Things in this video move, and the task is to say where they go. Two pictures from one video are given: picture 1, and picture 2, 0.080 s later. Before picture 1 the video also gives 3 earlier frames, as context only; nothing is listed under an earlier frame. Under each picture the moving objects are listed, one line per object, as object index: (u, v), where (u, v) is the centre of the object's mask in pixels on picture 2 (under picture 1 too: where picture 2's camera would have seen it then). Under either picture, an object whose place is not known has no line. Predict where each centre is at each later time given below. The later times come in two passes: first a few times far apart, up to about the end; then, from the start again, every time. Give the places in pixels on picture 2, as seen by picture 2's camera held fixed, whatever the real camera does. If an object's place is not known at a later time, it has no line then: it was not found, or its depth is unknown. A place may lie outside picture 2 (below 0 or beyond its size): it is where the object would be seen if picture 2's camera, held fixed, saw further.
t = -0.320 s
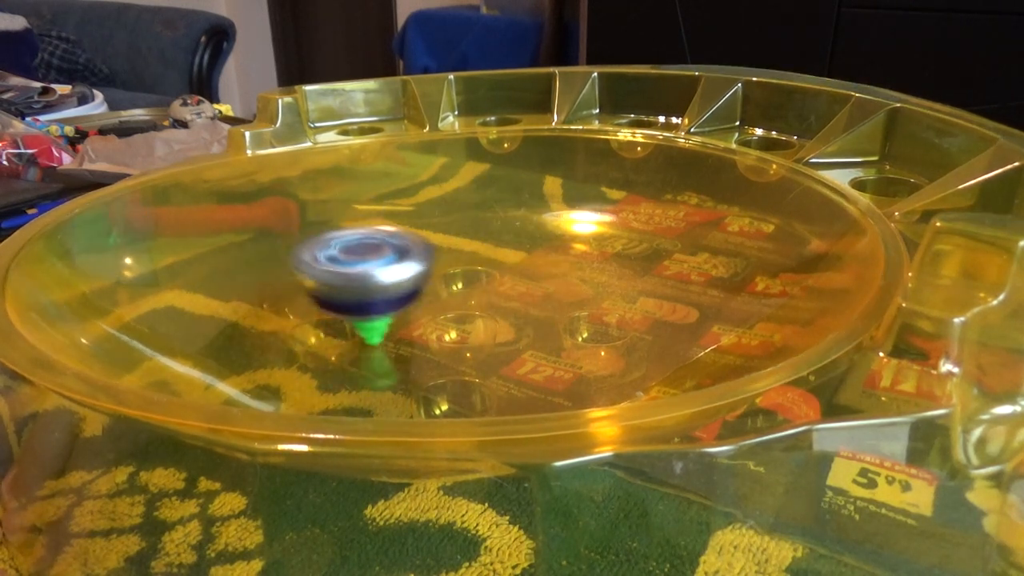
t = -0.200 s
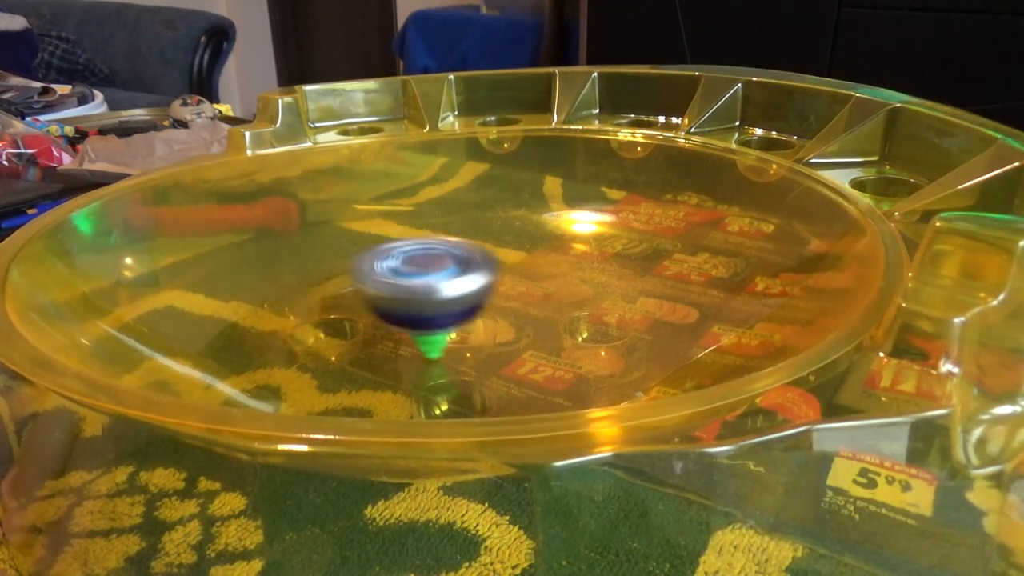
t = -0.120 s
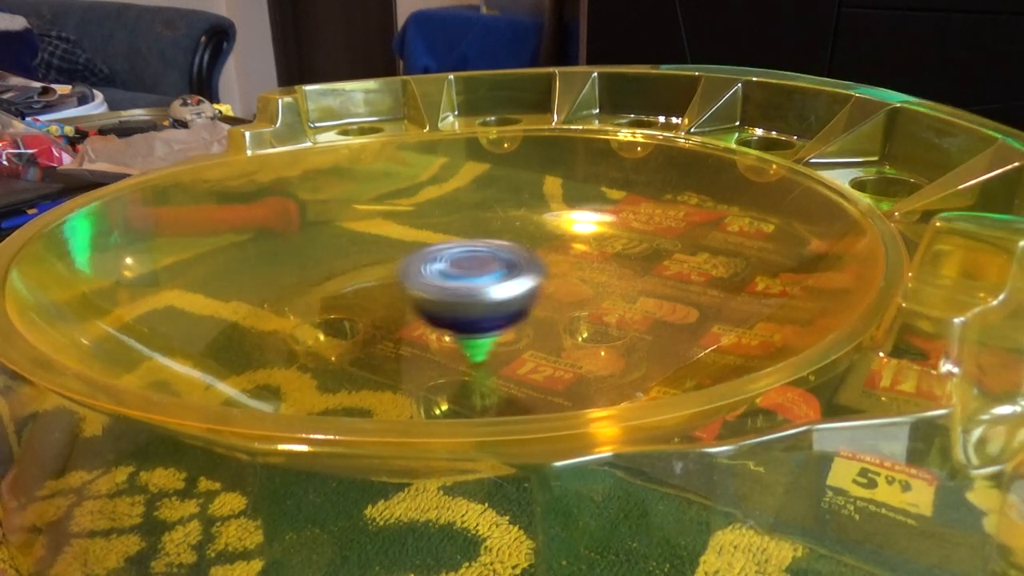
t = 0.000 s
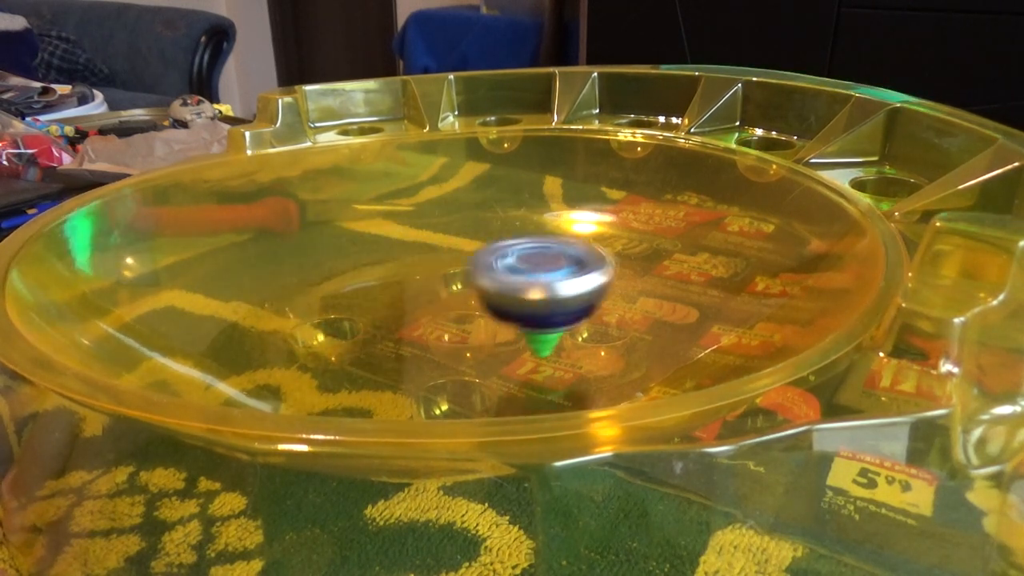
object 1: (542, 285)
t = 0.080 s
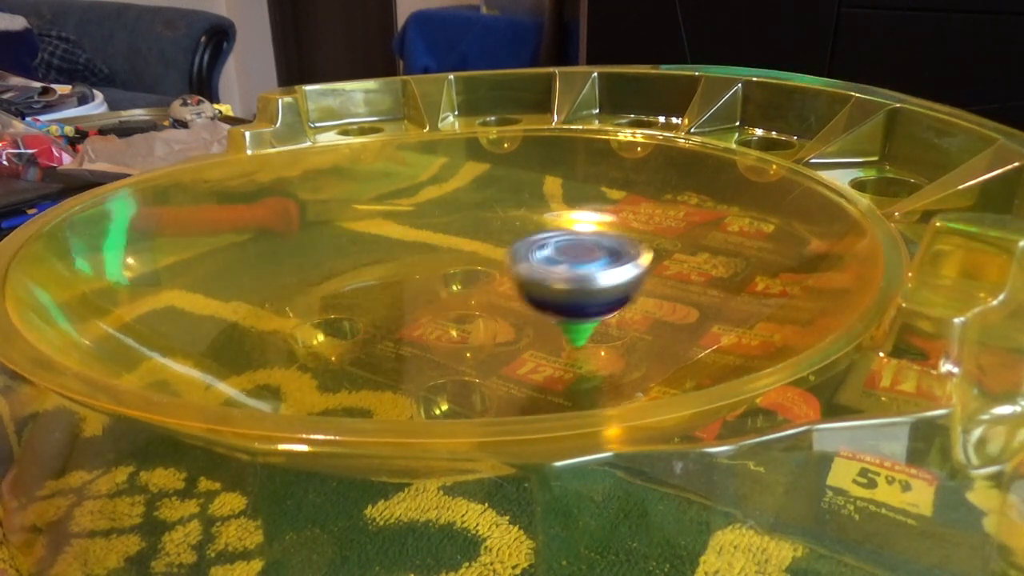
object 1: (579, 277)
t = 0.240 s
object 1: (601, 248)
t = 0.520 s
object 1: (506, 214)
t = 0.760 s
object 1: (395, 216)
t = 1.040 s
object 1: (305, 233)
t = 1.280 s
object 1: (280, 256)
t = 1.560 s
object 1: (358, 267)
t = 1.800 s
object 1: (453, 250)
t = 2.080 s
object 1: (504, 216)
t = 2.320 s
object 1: (474, 195)
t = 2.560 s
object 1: (394, 214)
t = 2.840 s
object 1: (388, 251)
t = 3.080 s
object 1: (442, 279)
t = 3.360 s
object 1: (537, 281)
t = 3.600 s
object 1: (562, 253)
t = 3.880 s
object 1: (490, 224)
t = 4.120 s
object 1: (403, 216)
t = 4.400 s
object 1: (322, 222)
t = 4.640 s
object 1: (312, 245)
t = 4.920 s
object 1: (400, 253)
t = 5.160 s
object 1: (486, 240)
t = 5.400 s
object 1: (521, 218)
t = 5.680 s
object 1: (476, 207)
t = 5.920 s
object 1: (421, 224)
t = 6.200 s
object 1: (397, 258)
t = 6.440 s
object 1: (436, 280)
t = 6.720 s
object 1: (506, 271)
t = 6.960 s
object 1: (517, 243)
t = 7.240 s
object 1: (461, 216)
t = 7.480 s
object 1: (395, 208)
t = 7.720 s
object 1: (330, 222)
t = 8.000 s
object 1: (353, 247)
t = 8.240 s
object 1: (432, 257)
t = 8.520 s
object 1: (525, 246)
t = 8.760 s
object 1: (536, 223)
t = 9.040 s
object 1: (467, 218)
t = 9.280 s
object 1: (401, 235)
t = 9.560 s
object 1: (368, 262)
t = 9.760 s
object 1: (393, 274)
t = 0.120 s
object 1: (591, 270)
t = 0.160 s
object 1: (599, 263)
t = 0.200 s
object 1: (601, 255)
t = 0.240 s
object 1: (601, 248)
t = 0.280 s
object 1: (595, 240)
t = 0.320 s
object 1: (586, 234)
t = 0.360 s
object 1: (573, 228)
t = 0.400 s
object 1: (559, 222)
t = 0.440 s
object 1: (542, 218)
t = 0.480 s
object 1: (523, 216)
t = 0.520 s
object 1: (506, 214)
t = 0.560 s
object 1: (486, 213)
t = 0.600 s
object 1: (467, 212)
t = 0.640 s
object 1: (448, 213)
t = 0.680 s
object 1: (430, 213)
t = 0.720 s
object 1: (412, 215)
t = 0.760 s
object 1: (395, 216)
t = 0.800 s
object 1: (379, 218)
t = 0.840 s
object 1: (364, 220)
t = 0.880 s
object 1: (350, 223)
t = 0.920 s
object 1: (337, 225)
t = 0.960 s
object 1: (325, 228)
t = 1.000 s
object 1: (314, 230)
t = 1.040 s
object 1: (305, 233)
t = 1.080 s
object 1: (296, 237)
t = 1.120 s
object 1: (288, 241)
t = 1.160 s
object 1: (283, 246)
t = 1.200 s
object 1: (279, 250)
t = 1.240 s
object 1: (278, 253)
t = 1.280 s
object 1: (280, 256)
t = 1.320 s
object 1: (285, 259)
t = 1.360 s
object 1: (292, 261)
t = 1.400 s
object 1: (302, 263)
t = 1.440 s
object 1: (314, 265)
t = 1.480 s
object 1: (327, 266)
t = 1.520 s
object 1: (342, 267)
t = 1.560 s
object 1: (358, 267)
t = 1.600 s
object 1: (375, 265)
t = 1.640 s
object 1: (391, 263)
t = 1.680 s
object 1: (408, 261)
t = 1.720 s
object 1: (425, 257)
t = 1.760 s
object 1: (439, 253)
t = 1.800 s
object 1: (453, 250)
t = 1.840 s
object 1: (465, 245)
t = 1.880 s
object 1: (476, 241)
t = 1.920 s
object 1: (486, 236)
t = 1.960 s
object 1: (495, 231)
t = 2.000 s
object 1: (500, 225)
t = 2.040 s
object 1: (504, 221)
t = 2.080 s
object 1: (504, 216)
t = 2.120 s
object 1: (503, 211)
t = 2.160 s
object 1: (500, 207)
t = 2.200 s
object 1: (496, 203)
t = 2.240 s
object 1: (491, 200)
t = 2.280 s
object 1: (485, 197)
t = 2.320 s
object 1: (474, 195)
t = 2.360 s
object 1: (458, 195)
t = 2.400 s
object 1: (440, 197)
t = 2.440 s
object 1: (422, 200)
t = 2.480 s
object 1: (409, 205)
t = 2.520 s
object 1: (400, 209)
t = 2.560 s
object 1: (394, 214)
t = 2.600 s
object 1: (391, 218)
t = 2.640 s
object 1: (388, 223)
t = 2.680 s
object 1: (386, 228)
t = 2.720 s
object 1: (384, 234)
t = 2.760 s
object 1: (384, 239)
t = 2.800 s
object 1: (385, 245)
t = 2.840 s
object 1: (388, 251)
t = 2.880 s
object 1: (394, 257)
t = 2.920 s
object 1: (400, 262)
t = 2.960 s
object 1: (409, 266)
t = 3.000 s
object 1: (419, 271)
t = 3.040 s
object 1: (430, 275)
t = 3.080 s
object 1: (442, 279)
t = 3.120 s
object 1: (455, 281)
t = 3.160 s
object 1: (469, 284)
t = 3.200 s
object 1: (484, 285)
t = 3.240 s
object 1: (497, 285)
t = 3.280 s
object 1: (511, 284)
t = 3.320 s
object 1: (525, 283)
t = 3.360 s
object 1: (537, 281)
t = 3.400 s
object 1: (548, 278)
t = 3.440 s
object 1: (556, 274)
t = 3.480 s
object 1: (562, 270)
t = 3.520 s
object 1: (565, 264)
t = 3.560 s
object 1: (565, 258)
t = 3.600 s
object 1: (562, 253)
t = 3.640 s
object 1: (556, 248)
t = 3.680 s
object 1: (548, 243)
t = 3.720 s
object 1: (538, 238)
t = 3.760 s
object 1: (527, 234)
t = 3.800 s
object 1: (515, 230)
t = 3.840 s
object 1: (504, 227)
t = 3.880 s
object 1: (490, 224)
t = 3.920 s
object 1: (475, 222)
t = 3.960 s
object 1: (460, 220)
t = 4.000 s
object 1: (445, 219)
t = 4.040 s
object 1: (431, 217)
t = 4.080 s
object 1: (417, 217)
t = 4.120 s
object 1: (403, 216)
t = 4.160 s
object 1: (389, 216)
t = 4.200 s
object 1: (377, 216)
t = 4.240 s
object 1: (364, 217)
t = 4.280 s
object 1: (354, 217)
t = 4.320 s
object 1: (344, 218)
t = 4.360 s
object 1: (333, 219)
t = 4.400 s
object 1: (322, 222)
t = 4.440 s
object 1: (312, 226)
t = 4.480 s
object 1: (305, 231)
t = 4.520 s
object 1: (302, 235)
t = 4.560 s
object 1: (303, 239)
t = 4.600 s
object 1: (306, 242)
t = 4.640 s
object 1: (312, 245)
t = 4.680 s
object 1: (320, 247)
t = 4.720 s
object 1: (330, 250)
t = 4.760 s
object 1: (342, 251)
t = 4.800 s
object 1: (354, 253)
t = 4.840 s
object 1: (369, 254)
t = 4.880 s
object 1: (384, 254)
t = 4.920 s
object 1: (400, 253)
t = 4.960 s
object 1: (416, 252)
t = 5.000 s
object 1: (431, 250)
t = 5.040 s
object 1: (447, 248)
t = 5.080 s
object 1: (461, 246)
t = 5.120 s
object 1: (473, 243)
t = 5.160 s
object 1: (486, 240)
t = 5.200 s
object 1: (497, 237)
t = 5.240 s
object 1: (507, 233)
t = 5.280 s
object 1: (513, 229)
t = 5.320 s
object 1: (518, 225)
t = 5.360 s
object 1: (521, 221)
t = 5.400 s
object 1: (521, 218)
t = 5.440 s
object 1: (518, 214)
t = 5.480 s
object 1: (515, 211)
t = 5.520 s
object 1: (509, 209)
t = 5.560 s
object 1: (502, 207)
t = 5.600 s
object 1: (494, 206)
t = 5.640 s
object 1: (486, 206)
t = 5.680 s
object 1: (476, 207)
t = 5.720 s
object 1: (465, 208)
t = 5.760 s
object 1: (456, 210)
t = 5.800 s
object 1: (446, 213)
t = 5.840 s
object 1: (437, 216)
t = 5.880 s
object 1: (429, 220)
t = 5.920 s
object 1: (421, 224)
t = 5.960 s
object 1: (414, 229)
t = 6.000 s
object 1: (407, 233)
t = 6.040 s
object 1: (403, 238)
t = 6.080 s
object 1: (399, 243)
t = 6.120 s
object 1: (397, 248)
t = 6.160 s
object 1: (396, 253)
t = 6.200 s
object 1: (397, 258)
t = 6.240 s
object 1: (399, 262)
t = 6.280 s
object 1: (403, 267)
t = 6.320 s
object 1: (409, 271)
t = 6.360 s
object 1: (417, 275)
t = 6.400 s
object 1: (426, 277)
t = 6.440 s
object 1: (436, 280)
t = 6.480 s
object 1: (446, 281)
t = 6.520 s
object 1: (457, 281)
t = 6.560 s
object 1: (468, 281)
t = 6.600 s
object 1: (479, 280)
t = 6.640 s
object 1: (489, 277)
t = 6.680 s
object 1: (499, 275)
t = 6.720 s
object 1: (506, 271)
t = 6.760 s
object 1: (514, 267)
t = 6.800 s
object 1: (518, 263)
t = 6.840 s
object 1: (520, 258)
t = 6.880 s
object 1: (520, 253)
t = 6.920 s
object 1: (519, 248)
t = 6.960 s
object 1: (517, 243)
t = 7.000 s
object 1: (512, 239)
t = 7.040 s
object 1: (507, 234)
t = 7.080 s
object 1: (500, 229)
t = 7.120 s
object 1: (491, 225)
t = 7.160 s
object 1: (481, 222)
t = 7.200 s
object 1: (471, 219)
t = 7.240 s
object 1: (461, 216)
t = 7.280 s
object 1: (449, 214)
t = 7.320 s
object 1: (438, 212)
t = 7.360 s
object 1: (427, 210)
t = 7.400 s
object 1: (416, 209)
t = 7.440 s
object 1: (406, 209)
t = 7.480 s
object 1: (395, 208)
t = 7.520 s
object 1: (385, 208)
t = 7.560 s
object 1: (374, 209)
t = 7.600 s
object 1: (361, 210)
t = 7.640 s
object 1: (348, 214)
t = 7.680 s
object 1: (338, 218)
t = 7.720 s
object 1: (330, 222)
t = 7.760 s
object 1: (326, 226)
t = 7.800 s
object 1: (327, 230)
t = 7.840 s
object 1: (329, 233)
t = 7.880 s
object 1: (333, 237)
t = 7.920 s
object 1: (338, 240)
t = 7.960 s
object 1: (345, 244)
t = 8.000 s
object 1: (353, 247)
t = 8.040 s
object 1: (362, 250)
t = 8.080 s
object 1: (374, 252)
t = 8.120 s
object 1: (388, 254)
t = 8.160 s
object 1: (402, 256)
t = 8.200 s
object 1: (417, 257)
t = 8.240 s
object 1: (432, 257)
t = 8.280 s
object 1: (448, 257)
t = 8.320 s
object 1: (464, 256)
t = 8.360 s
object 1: (478, 255)
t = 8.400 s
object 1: (492, 253)
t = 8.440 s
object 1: (505, 251)
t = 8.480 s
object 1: (515, 248)
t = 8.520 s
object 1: (525, 246)
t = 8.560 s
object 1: (534, 242)
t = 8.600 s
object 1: (540, 238)
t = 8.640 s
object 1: (543, 234)
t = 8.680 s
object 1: (543, 230)
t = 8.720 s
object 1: (540, 226)
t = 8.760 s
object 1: (536, 223)
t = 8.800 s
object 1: (530, 220)
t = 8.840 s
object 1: (522, 218)
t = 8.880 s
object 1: (513, 217)
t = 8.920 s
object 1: (502, 216)
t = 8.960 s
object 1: (490, 216)
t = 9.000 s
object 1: (479, 217)
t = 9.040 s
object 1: (467, 218)
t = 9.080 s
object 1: (454, 220)
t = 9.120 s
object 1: (442, 222)
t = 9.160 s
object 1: (431, 224)
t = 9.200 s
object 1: (421, 227)
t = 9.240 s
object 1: (410, 231)
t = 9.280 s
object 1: (401, 235)
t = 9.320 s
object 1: (393, 238)
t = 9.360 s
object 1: (385, 242)
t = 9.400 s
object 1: (379, 246)
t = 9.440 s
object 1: (374, 250)
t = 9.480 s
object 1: (370, 254)
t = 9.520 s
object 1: (368, 258)
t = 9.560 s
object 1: (368, 262)
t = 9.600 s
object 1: (370, 265)
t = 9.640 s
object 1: (373, 268)
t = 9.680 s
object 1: (379, 271)
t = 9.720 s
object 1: (385, 273)
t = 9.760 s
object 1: (393, 274)
